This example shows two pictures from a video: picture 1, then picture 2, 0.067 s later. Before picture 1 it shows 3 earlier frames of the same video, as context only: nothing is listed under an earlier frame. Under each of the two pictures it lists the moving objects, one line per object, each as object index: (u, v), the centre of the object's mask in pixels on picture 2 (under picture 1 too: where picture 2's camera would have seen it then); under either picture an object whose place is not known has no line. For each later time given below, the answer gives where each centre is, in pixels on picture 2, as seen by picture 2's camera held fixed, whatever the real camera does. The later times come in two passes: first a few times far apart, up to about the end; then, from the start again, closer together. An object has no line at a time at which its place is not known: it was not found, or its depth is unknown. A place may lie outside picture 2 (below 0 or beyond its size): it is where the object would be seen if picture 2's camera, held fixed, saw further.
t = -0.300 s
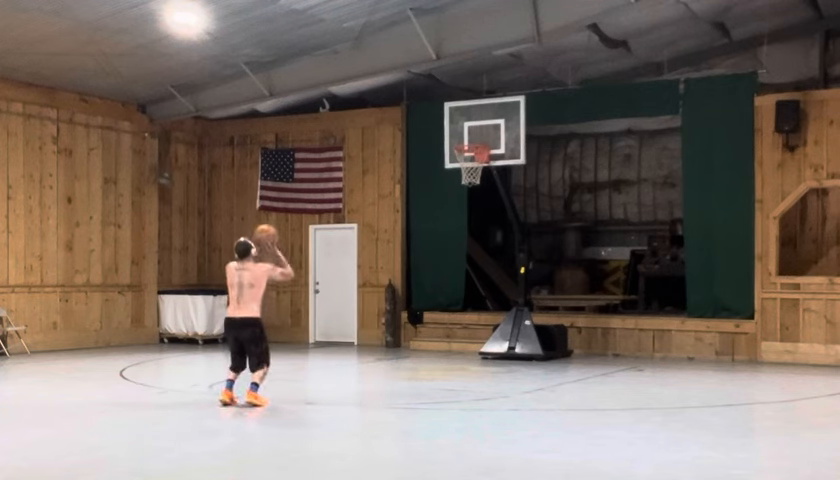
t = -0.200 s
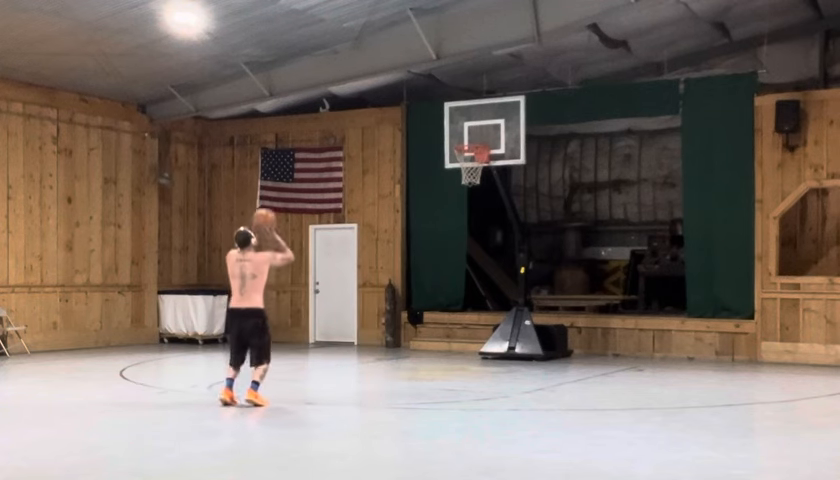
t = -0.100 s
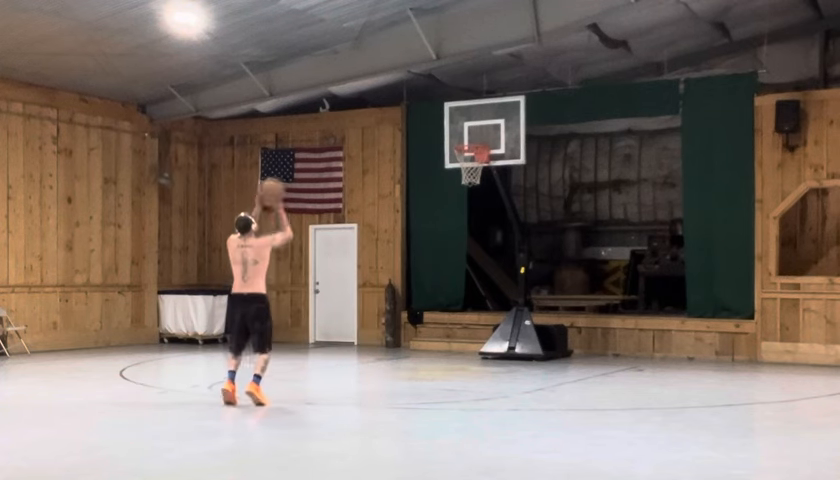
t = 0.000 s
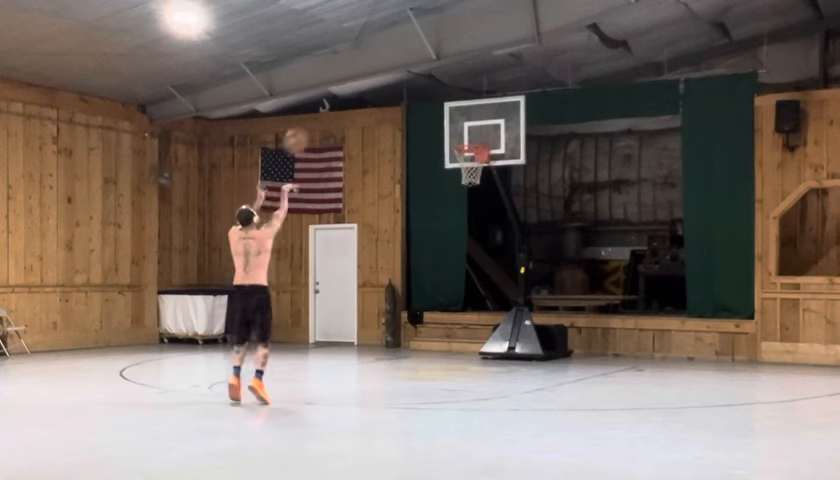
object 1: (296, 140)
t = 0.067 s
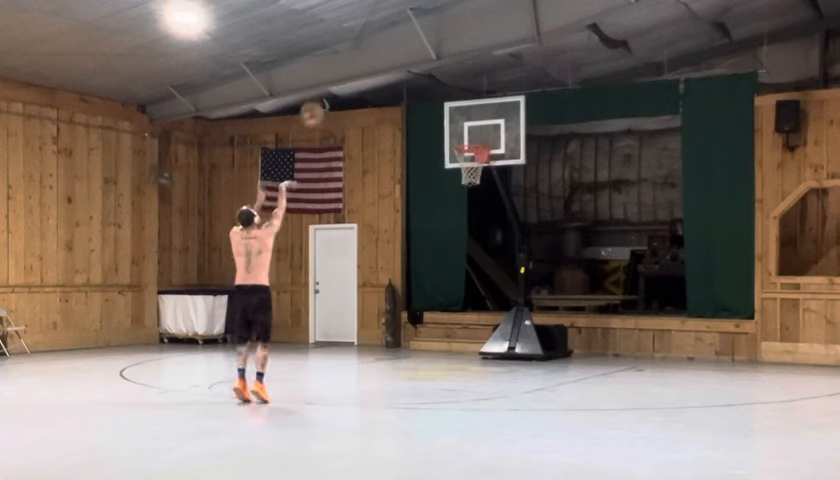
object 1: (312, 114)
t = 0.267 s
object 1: (356, 62)
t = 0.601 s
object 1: (422, 65)
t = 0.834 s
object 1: (453, 112)
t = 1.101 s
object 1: (474, 128)
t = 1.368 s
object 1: (475, 140)
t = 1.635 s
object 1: (468, 177)
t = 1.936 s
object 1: (464, 242)
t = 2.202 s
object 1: (459, 352)
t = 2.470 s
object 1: (464, 283)
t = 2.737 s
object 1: (469, 251)
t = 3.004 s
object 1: (473, 268)
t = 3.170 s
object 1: (476, 304)
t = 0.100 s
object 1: (320, 102)
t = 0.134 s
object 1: (329, 93)
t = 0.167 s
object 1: (335, 84)
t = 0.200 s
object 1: (343, 76)
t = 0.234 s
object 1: (349, 71)
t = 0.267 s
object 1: (356, 62)
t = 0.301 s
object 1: (362, 58)
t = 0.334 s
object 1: (369, 56)
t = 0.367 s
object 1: (375, 54)
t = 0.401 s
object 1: (382, 52)
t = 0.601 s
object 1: (422, 65)
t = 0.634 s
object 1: (424, 71)
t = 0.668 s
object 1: (428, 75)
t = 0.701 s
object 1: (434, 79)
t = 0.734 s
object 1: (439, 87)
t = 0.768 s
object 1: (444, 94)
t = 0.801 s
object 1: (449, 103)
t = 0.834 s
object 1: (453, 112)
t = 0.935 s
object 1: (466, 136)
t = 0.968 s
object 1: (467, 134)
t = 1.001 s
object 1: (469, 132)
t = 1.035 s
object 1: (470, 129)
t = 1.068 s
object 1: (472, 128)
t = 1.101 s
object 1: (474, 128)
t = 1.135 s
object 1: (475, 130)
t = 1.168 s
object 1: (478, 131)
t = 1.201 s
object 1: (478, 135)
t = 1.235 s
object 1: (479, 135)
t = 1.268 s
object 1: (478, 135)
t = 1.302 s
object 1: (477, 136)
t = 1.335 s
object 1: (477, 137)
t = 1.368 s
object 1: (475, 140)
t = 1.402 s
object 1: (472, 144)
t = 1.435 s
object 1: (469, 153)
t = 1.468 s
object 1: (468, 153)
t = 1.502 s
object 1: (466, 157)
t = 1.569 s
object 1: (470, 173)
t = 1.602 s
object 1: (469, 174)
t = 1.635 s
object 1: (468, 177)
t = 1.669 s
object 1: (467, 183)
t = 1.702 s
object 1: (467, 187)
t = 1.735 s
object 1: (466, 192)
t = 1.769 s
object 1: (466, 198)
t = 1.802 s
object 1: (465, 205)
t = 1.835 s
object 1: (465, 213)
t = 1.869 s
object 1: (465, 222)
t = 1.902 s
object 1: (465, 232)
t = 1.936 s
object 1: (464, 242)
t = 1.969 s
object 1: (464, 253)
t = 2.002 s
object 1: (463, 265)
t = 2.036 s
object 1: (462, 277)
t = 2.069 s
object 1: (462, 290)
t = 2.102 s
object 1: (462, 304)
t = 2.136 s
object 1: (459, 318)
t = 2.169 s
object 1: (459, 333)
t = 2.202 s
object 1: (459, 352)
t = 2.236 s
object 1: (459, 355)
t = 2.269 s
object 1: (460, 341)
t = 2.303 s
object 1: (460, 329)
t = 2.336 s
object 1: (460, 317)
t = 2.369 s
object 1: (463, 308)
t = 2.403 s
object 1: (464, 300)
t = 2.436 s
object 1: (464, 291)
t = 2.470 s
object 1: (464, 283)
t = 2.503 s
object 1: (465, 276)
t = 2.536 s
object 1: (466, 270)
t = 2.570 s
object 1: (466, 265)
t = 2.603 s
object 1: (467, 260)
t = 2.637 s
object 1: (467, 257)
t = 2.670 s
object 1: (468, 254)
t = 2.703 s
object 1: (469, 252)
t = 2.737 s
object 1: (469, 251)
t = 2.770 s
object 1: (469, 250)
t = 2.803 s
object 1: (470, 250)
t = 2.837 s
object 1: (471, 251)
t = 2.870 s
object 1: (472, 253)
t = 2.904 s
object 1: (472, 256)
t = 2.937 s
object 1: (472, 259)
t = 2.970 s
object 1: (473, 263)
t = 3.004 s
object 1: (473, 268)
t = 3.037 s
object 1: (474, 274)
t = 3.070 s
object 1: (475, 280)
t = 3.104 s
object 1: (475, 288)
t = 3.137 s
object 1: (475, 296)
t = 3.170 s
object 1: (476, 304)
